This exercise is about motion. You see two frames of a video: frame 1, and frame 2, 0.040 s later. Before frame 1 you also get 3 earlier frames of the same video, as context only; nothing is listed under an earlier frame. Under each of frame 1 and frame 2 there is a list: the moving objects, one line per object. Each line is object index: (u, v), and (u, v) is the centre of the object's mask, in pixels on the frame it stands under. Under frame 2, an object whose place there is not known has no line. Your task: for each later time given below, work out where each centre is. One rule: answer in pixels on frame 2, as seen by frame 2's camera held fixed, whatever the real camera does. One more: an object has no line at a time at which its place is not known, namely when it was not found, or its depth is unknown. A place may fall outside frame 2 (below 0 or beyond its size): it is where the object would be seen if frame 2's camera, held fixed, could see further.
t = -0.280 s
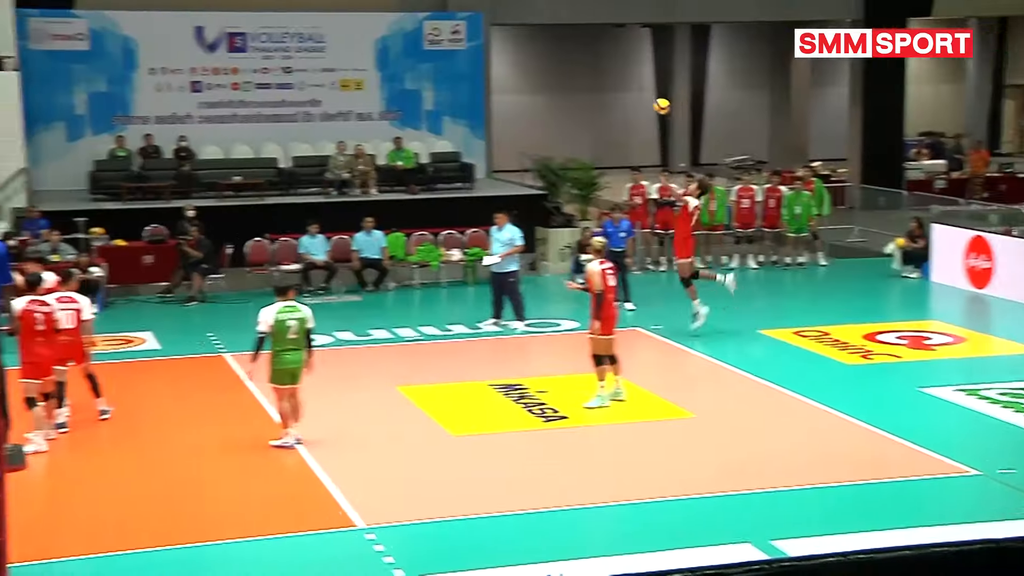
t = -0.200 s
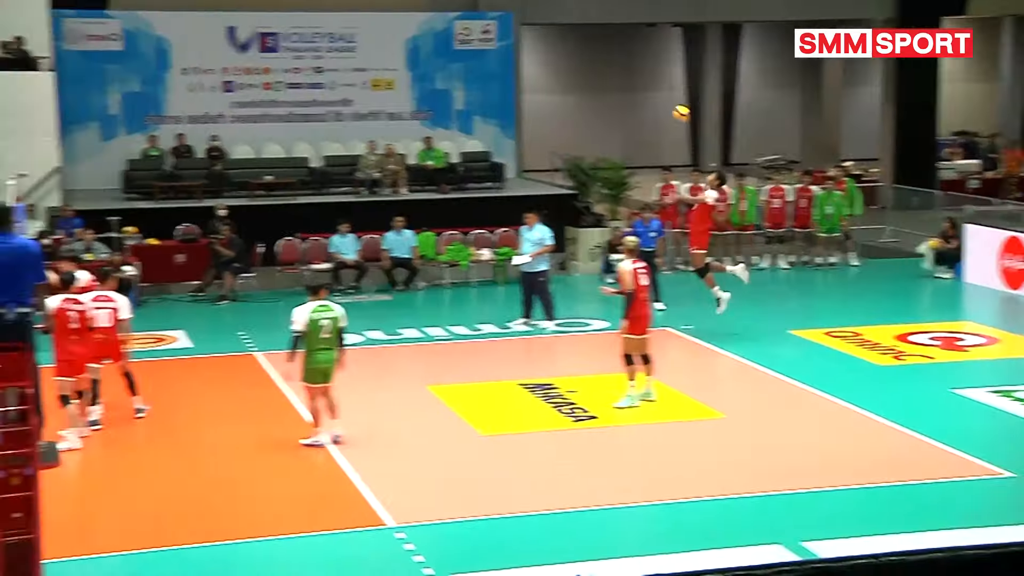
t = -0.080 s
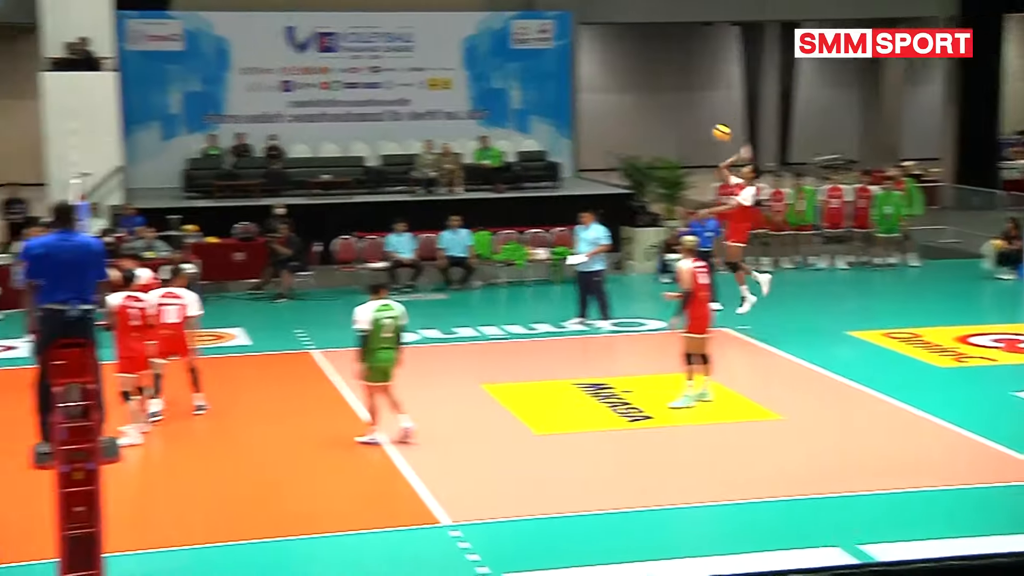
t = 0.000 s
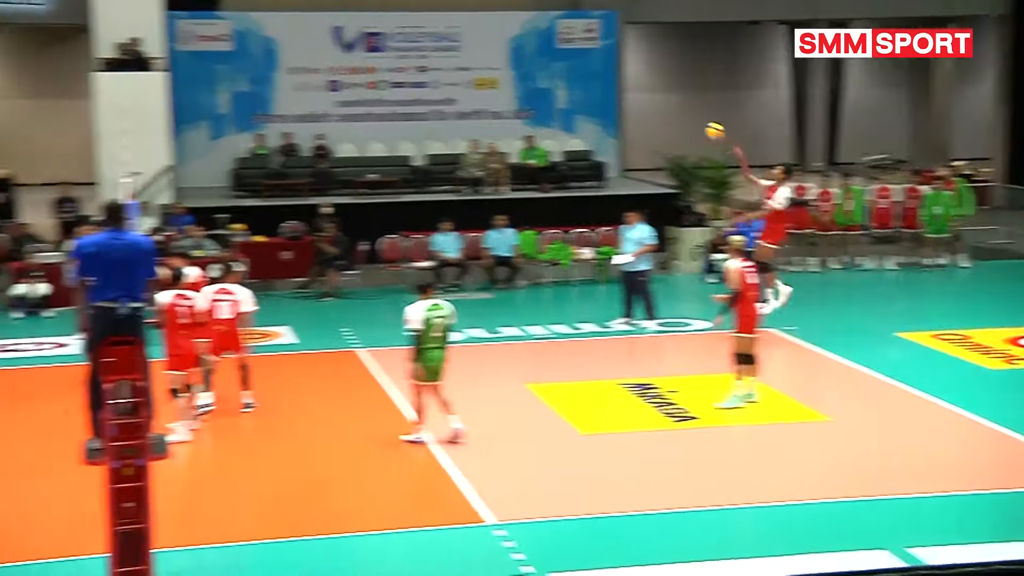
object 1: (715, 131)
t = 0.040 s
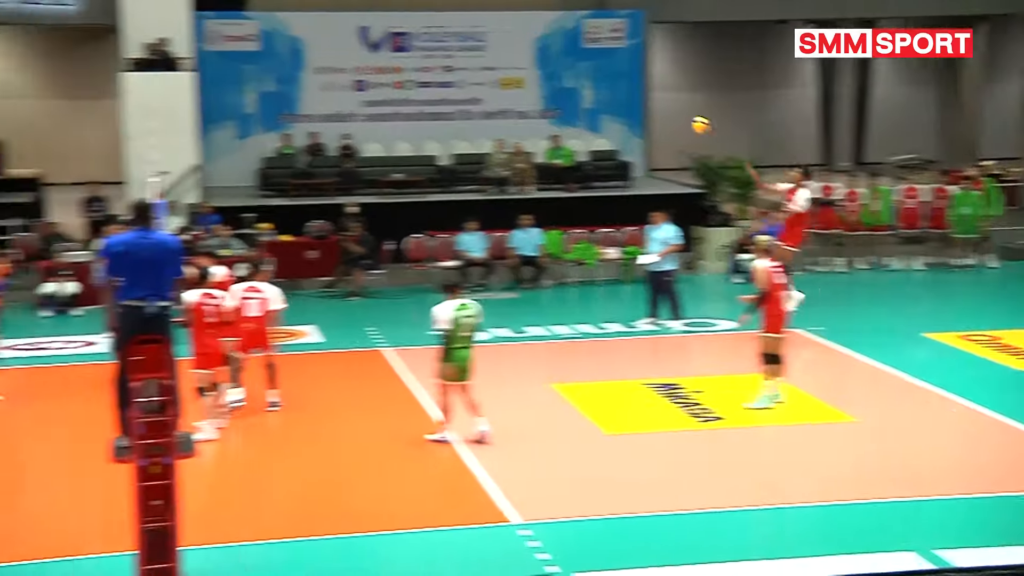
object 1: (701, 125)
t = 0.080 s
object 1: (659, 119)
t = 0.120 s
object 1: (618, 115)
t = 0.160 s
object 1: (577, 112)
